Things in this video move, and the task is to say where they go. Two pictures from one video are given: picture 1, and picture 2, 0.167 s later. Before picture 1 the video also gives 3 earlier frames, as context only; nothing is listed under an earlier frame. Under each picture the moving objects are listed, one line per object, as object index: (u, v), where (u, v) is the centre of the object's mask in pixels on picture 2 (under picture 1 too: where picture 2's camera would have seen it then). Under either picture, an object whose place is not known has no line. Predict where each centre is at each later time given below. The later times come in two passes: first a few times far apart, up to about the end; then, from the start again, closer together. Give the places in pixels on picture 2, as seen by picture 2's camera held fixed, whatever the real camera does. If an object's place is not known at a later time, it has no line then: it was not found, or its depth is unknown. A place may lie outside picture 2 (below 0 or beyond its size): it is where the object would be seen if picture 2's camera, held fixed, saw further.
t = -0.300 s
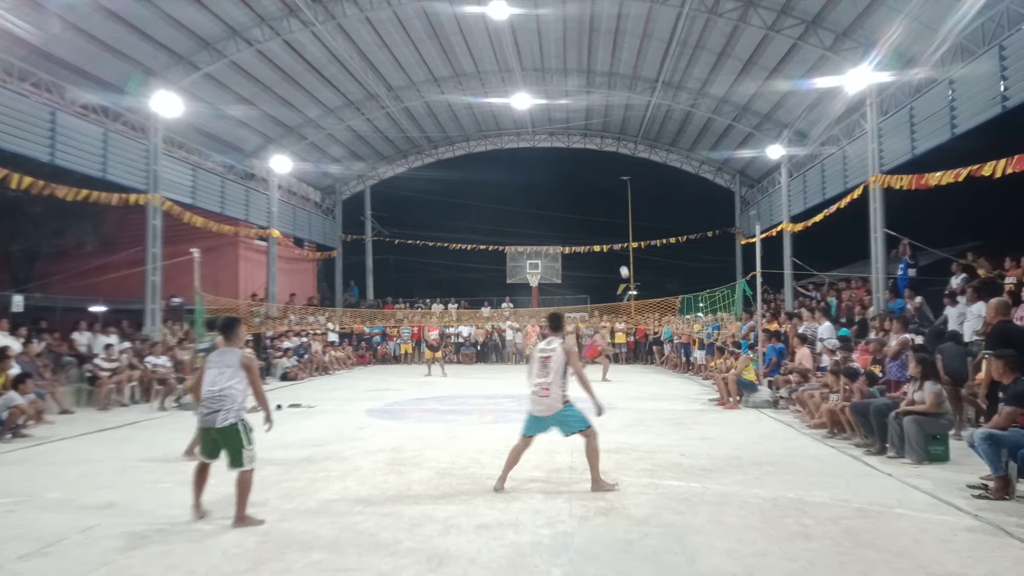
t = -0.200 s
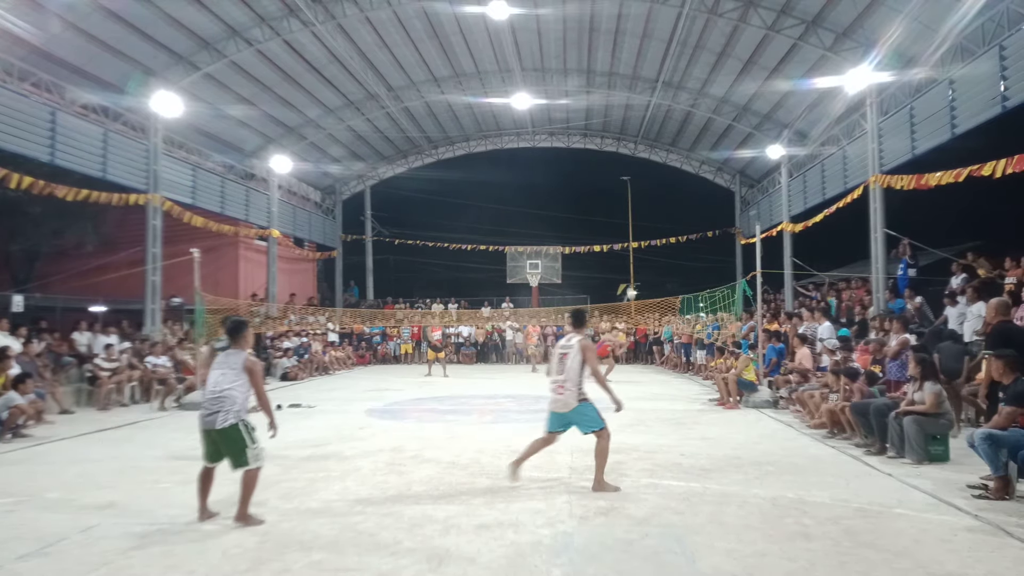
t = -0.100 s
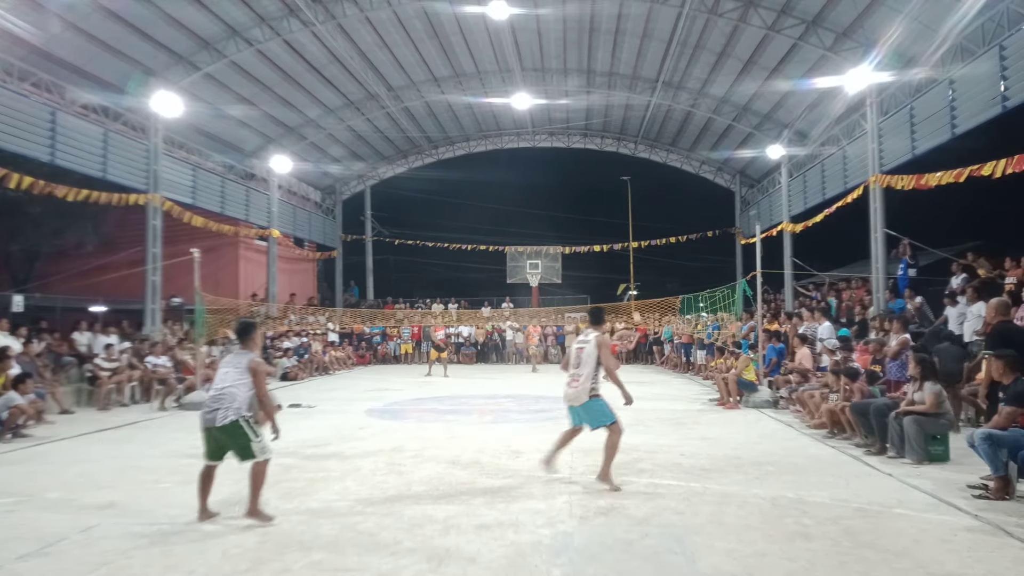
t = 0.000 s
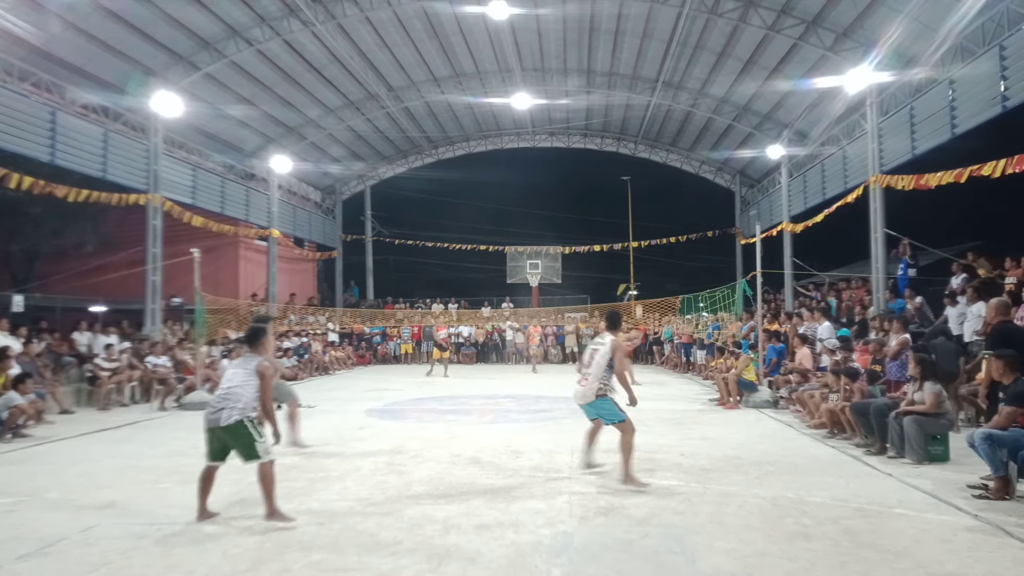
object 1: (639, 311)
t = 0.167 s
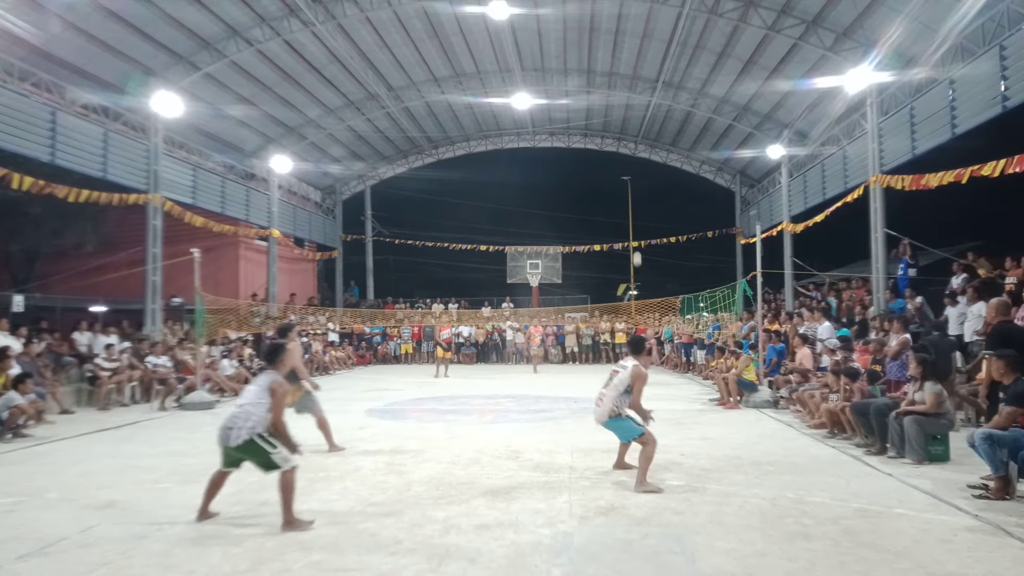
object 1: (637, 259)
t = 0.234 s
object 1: (636, 239)
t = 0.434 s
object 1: (633, 185)
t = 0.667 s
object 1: (630, 134)
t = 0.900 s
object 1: (627, 105)
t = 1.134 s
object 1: (620, 121)
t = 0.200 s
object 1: (637, 249)
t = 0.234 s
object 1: (636, 239)
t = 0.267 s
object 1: (636, 230)
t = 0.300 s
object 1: (635, 220)
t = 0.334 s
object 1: (635, 211)
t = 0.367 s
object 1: (634, 202)
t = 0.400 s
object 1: (634, 193)
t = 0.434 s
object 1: (633, 185)
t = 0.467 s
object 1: (633, 177)
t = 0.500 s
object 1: (632, 169)
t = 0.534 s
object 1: (632, 161)
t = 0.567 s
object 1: (631, 154)
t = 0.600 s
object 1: (631, 147)
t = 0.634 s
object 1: (631, 140)
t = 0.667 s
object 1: (630, 134)
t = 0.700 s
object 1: (630, 128)
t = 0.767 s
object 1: (629, 118)
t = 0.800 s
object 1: (629, 114)
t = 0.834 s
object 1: (628, 110)
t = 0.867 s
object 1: (628, 107)
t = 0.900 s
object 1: (627, 105)
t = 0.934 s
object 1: (626, 103)
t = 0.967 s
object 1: (625, 103)
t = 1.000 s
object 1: (625, 103)
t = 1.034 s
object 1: (624, 105)
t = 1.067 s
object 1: (622, 109)
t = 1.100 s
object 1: (621, 114)
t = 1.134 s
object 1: (620, 121)
